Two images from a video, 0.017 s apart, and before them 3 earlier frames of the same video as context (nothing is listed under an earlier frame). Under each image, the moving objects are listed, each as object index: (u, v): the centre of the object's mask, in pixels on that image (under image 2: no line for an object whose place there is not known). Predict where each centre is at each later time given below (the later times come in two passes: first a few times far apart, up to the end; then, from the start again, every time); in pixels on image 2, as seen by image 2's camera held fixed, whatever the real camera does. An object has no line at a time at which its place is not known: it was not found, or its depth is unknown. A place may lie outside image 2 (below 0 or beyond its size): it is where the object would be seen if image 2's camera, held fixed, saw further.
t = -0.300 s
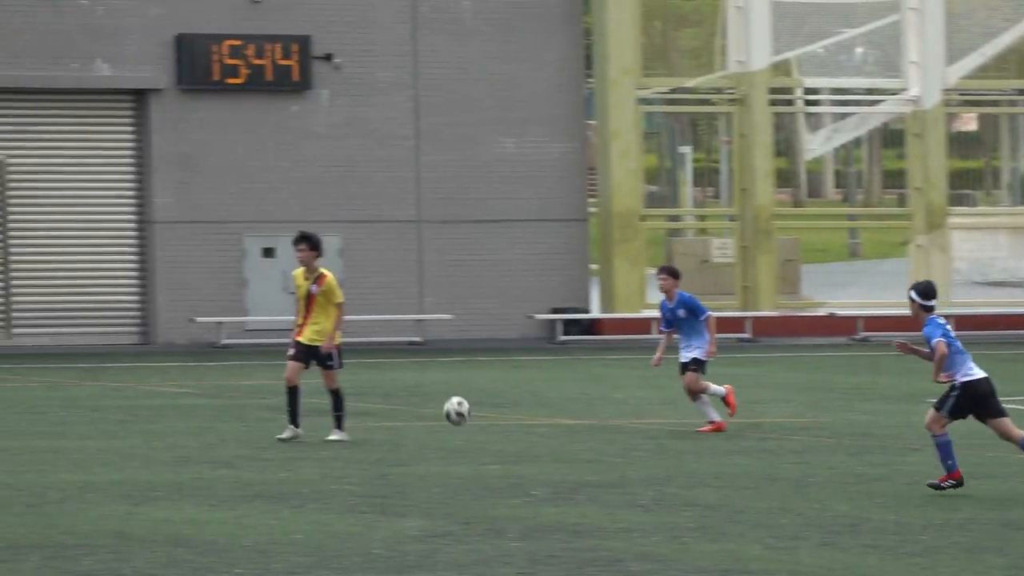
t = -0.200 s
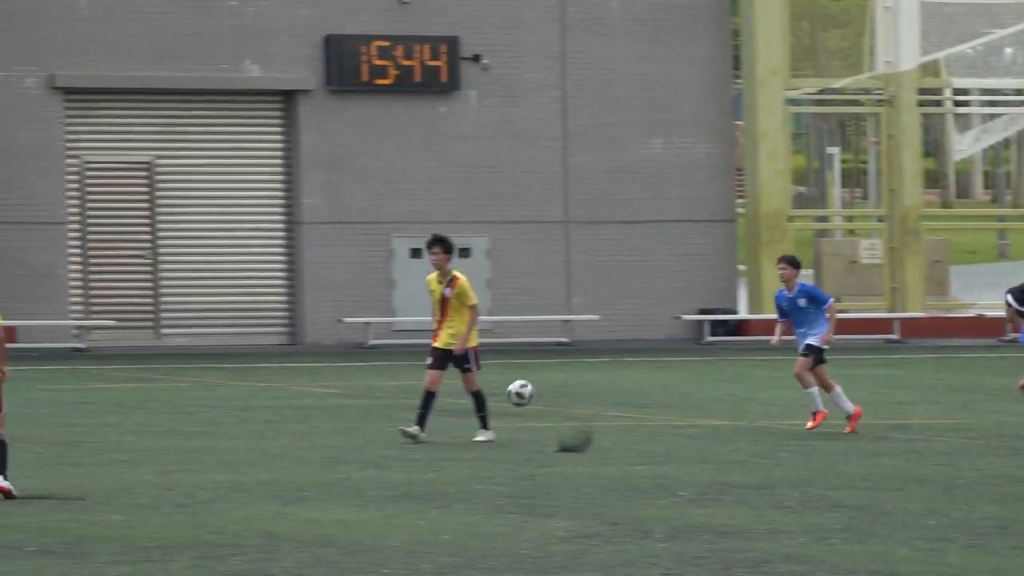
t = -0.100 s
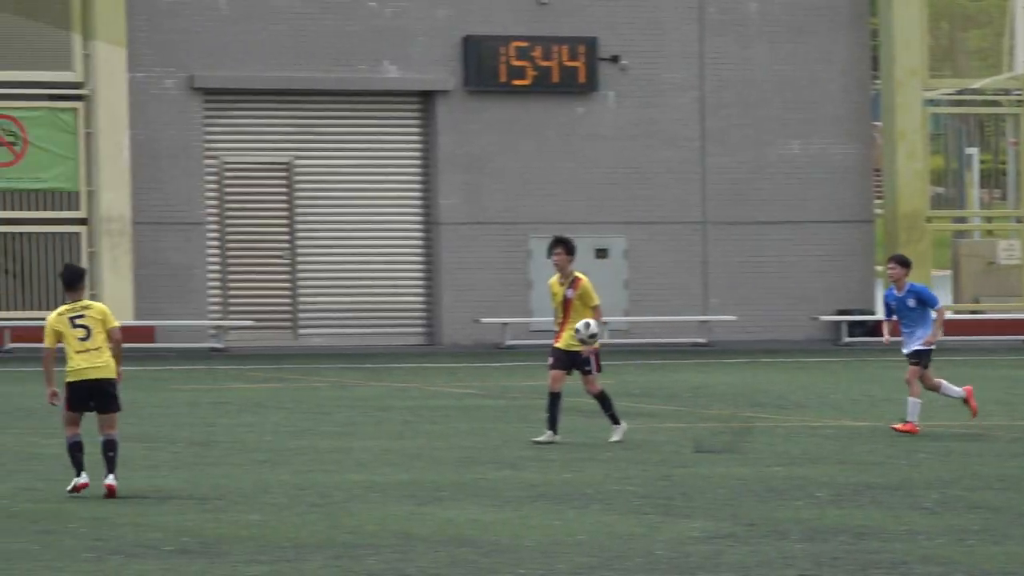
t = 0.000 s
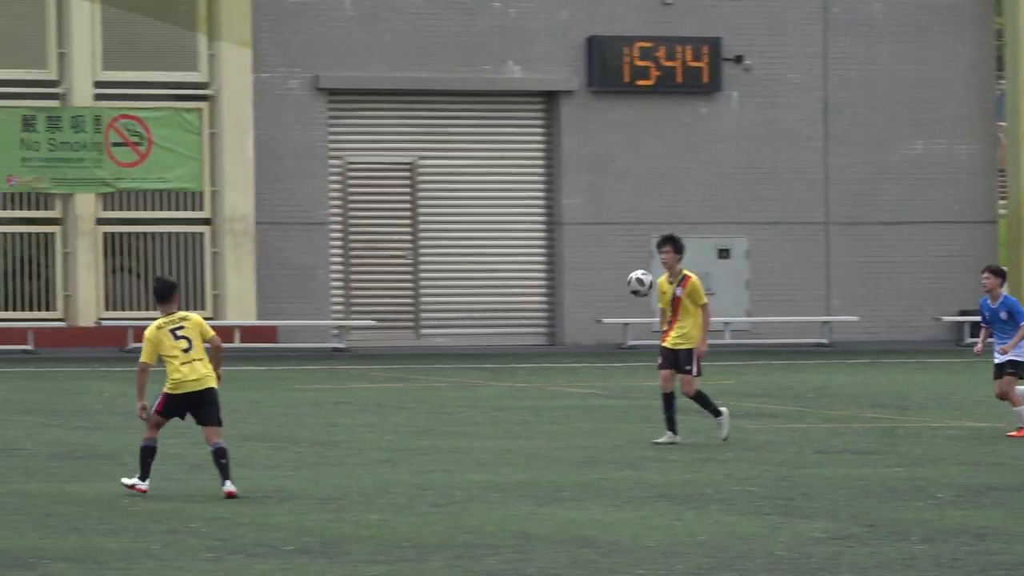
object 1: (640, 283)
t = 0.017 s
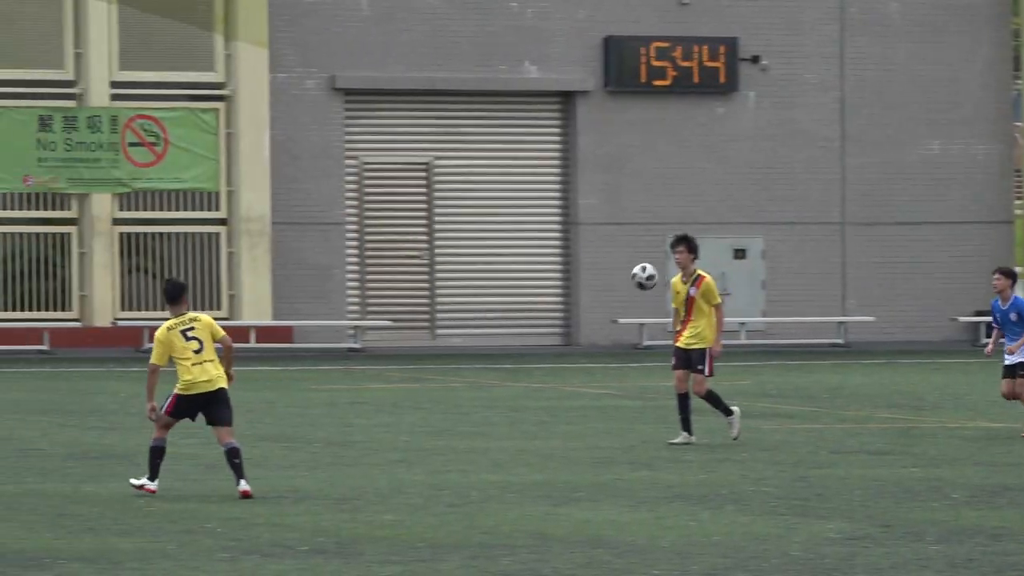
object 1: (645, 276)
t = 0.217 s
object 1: (511, 224)
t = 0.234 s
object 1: (499, 221)
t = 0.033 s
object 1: (633, 270)
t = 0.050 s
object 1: (622, 264)
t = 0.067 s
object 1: (611, 258)
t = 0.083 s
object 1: (600, 253)
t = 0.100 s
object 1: (588, 247)
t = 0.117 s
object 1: (577, 243)
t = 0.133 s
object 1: (566, 239)
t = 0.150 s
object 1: (555, 235)
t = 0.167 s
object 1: (544, 231)
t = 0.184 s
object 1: (533, 228)
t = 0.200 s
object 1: (522, 226)
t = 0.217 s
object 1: (511, 224)
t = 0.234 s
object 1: (499, 221)
